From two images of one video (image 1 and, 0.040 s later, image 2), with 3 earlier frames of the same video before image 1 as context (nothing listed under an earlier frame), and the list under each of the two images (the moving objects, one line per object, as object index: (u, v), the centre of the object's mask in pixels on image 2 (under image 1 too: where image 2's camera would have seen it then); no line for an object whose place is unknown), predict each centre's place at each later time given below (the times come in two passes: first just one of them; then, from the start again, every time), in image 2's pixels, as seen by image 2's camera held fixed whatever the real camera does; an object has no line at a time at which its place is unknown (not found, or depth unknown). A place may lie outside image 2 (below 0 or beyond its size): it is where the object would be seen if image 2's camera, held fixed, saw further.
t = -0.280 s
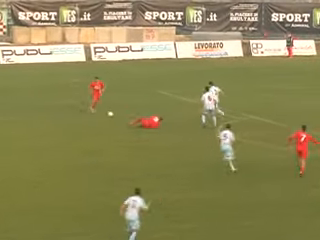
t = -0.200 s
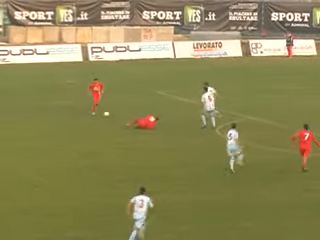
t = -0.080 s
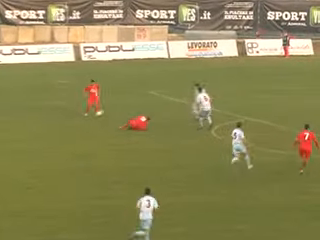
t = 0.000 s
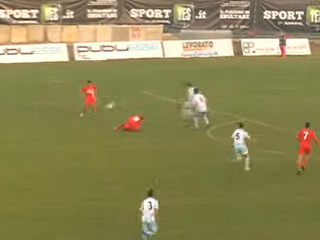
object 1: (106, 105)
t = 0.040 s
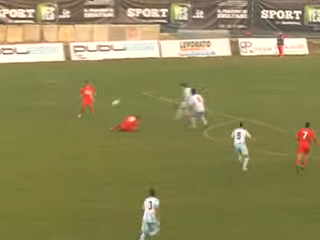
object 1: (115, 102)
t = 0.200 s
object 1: (150, 91)
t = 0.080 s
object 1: (124, 99)
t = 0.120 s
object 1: (132, 96)
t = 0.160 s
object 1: (142, 93)
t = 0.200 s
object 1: (150, 91)
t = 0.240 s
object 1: (159, 90)
